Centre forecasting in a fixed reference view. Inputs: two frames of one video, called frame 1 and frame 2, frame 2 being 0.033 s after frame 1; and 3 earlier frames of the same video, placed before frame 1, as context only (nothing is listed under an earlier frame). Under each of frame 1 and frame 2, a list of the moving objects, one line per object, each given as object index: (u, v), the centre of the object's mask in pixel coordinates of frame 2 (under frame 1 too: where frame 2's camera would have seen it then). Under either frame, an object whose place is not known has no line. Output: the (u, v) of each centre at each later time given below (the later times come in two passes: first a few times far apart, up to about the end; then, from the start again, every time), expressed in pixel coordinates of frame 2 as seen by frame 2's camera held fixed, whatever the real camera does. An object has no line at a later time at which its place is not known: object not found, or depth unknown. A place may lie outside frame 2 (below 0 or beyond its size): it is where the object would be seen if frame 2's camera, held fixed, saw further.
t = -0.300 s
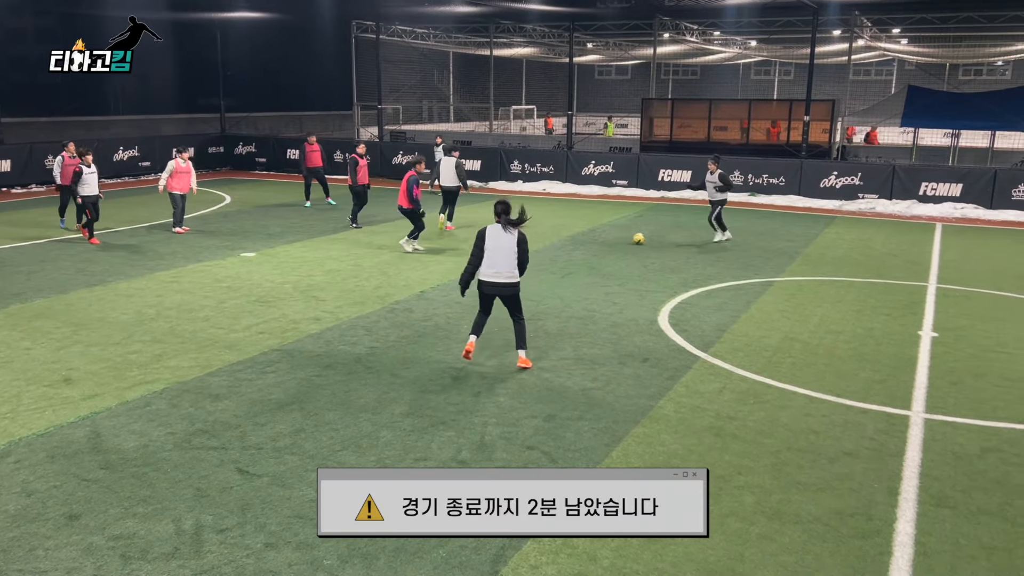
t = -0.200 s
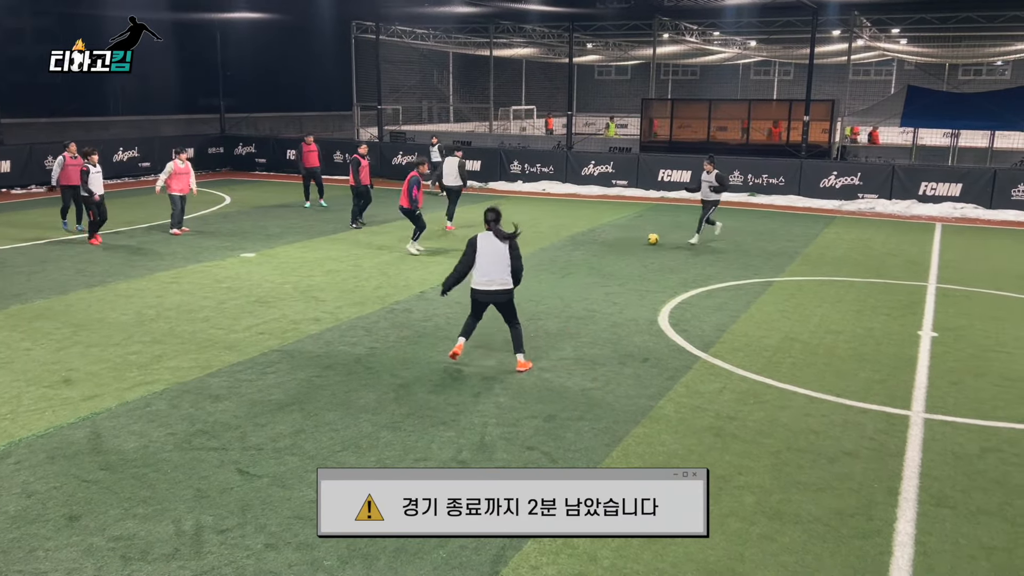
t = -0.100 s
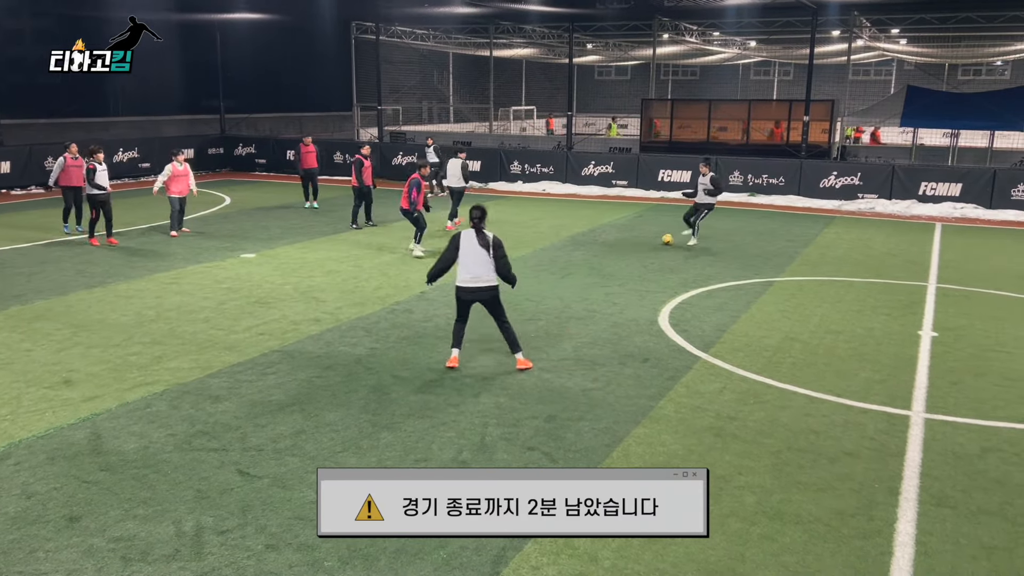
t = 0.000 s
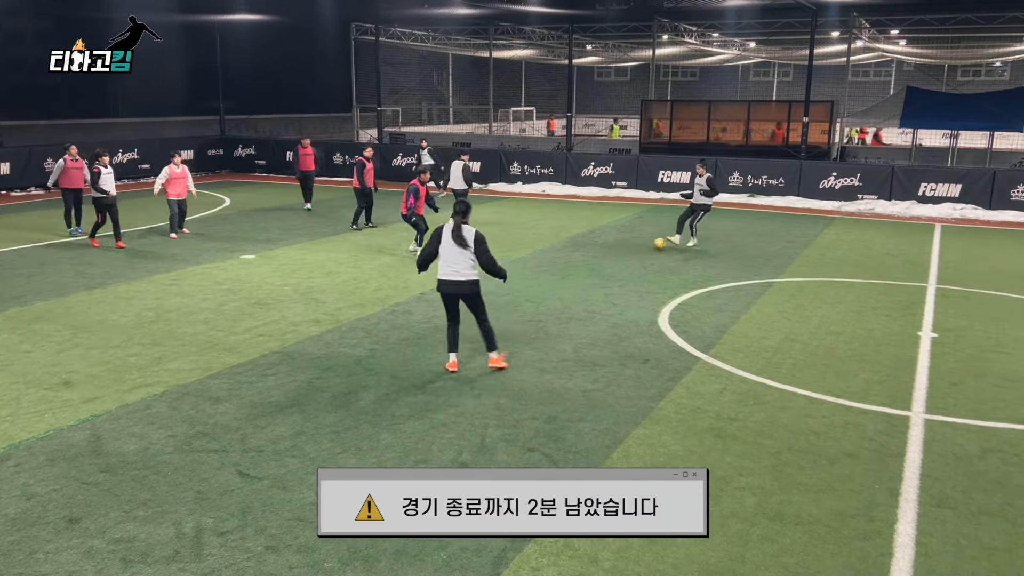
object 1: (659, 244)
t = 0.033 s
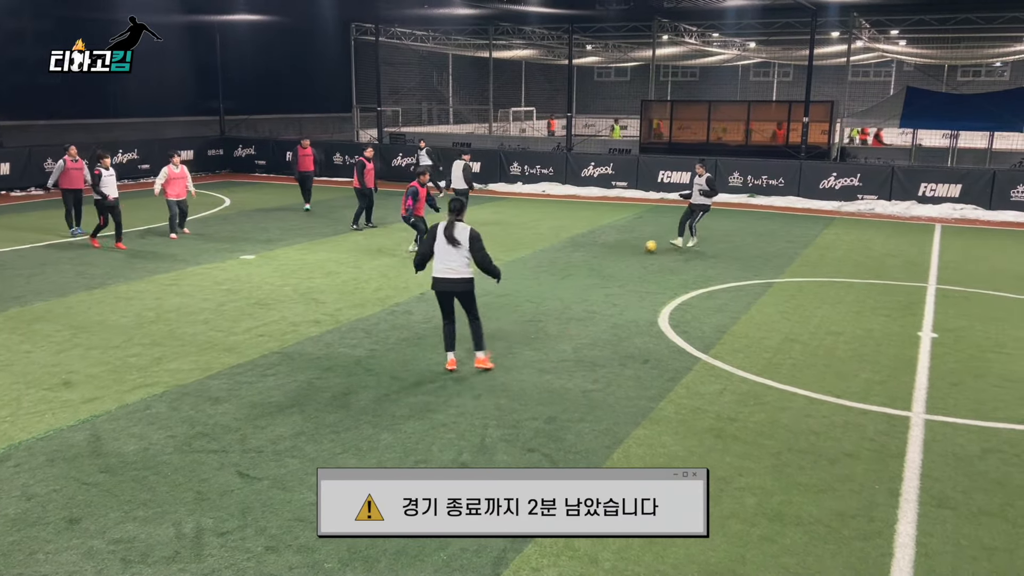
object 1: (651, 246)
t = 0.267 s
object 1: (588, 266)
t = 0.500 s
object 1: (515, 289)
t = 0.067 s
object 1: (642, 249)
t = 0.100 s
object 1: (633, 253)
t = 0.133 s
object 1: (624, 255)
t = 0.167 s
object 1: (615, 258)
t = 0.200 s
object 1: (606, 261)
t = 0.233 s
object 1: (597, 263)
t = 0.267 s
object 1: (588, 266)
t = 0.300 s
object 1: (577, 270)
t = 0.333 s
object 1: (568, 273)
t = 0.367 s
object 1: (557, 276)
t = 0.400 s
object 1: (547, 279)
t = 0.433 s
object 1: (537, 283)
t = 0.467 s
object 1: (526, 286)
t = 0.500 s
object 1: (515, 289)
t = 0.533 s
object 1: (504, 293)
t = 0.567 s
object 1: (492, 297)
